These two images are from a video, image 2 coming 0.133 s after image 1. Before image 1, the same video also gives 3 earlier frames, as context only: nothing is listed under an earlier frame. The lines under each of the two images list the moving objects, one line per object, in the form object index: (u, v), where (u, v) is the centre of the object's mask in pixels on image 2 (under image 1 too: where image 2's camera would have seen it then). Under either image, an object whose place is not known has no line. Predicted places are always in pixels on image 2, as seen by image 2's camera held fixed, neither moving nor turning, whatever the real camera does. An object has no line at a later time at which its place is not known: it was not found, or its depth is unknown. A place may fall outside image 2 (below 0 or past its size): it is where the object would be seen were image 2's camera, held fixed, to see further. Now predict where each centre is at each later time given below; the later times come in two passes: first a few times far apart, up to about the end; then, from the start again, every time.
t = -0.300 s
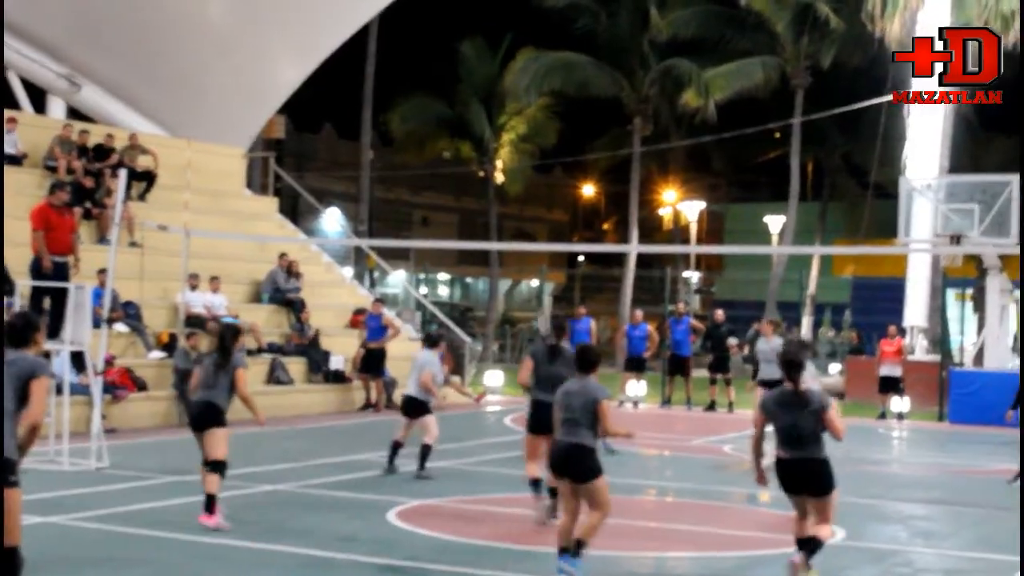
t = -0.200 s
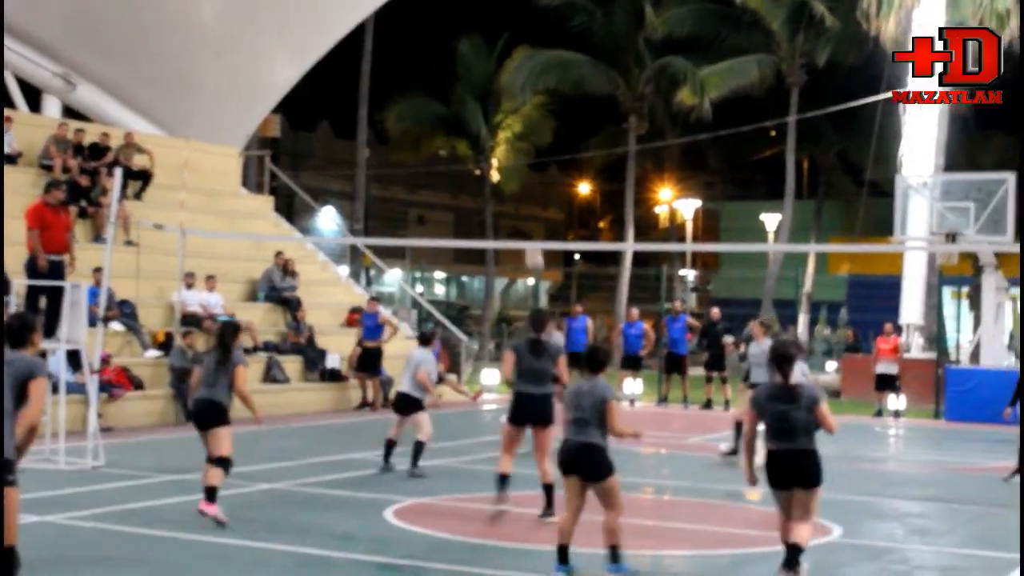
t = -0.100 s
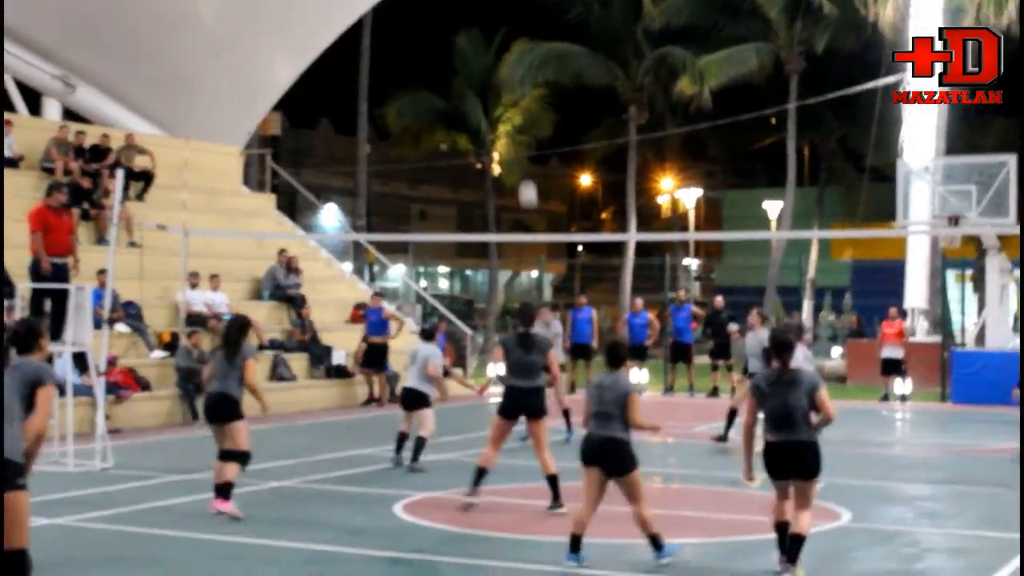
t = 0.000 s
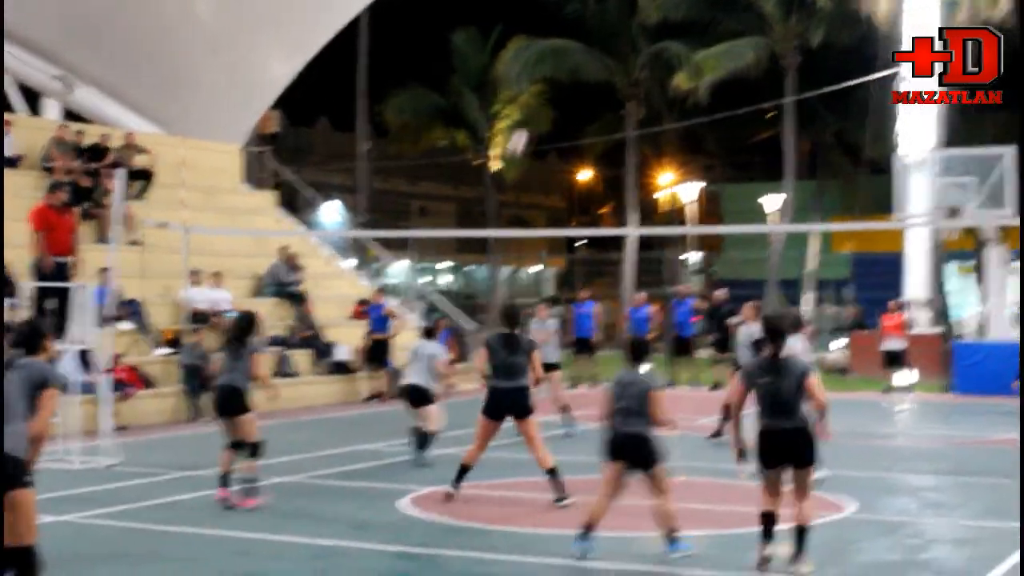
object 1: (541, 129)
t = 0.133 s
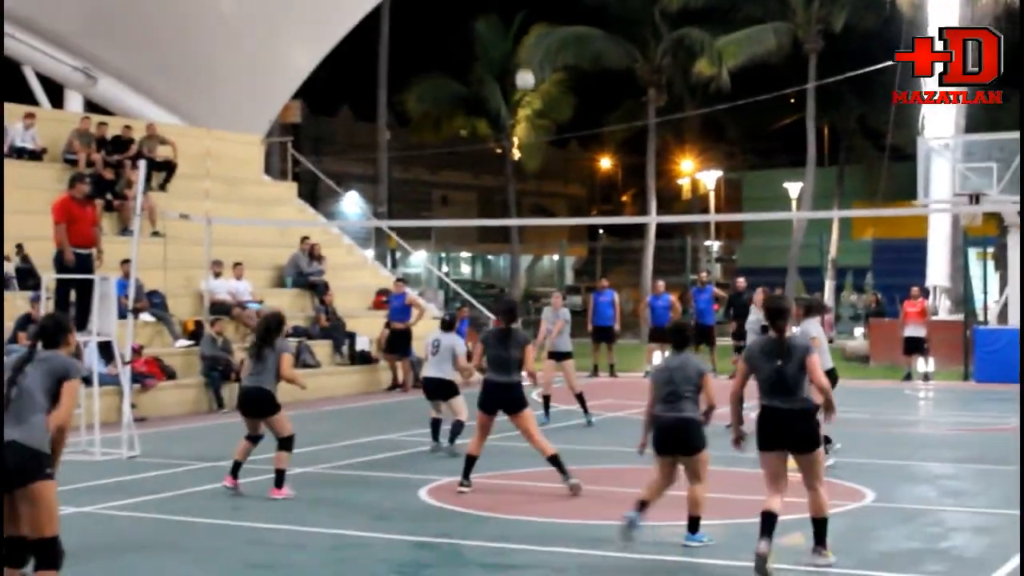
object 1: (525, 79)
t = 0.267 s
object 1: (512, 43)
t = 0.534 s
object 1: (486, 13)
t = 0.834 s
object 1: (456, 53)
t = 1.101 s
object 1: (429, 159)
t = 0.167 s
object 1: (522, 68)
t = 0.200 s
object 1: (518, 58)
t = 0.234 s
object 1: (515, 51)
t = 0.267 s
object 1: (512, 43)
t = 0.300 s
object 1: (508, 36)
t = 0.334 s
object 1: (505, 31)
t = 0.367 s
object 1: (502, 26)
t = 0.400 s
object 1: (499, 21)
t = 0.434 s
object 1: (496, 17)
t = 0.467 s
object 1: (492, 15)
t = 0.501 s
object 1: (489, 14)
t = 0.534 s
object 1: (486, 13)
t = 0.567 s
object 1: (483, 14)
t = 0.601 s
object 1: (480, 15)
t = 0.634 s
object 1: (476, 18)
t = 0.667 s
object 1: (473, 22)
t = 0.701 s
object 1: (470, 26)
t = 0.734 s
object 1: (466, 31)
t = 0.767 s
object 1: (462, 37)
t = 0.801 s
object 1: (459, 45)
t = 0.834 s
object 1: (456, 53)
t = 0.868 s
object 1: (452, 63)
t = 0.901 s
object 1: (449, 73)
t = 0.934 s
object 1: (445, 85)
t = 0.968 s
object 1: (441, 97)
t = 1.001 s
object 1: (437, 110)
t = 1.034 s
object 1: (434, 126)
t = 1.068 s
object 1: (431, 142)
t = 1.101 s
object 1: (429, 159)
